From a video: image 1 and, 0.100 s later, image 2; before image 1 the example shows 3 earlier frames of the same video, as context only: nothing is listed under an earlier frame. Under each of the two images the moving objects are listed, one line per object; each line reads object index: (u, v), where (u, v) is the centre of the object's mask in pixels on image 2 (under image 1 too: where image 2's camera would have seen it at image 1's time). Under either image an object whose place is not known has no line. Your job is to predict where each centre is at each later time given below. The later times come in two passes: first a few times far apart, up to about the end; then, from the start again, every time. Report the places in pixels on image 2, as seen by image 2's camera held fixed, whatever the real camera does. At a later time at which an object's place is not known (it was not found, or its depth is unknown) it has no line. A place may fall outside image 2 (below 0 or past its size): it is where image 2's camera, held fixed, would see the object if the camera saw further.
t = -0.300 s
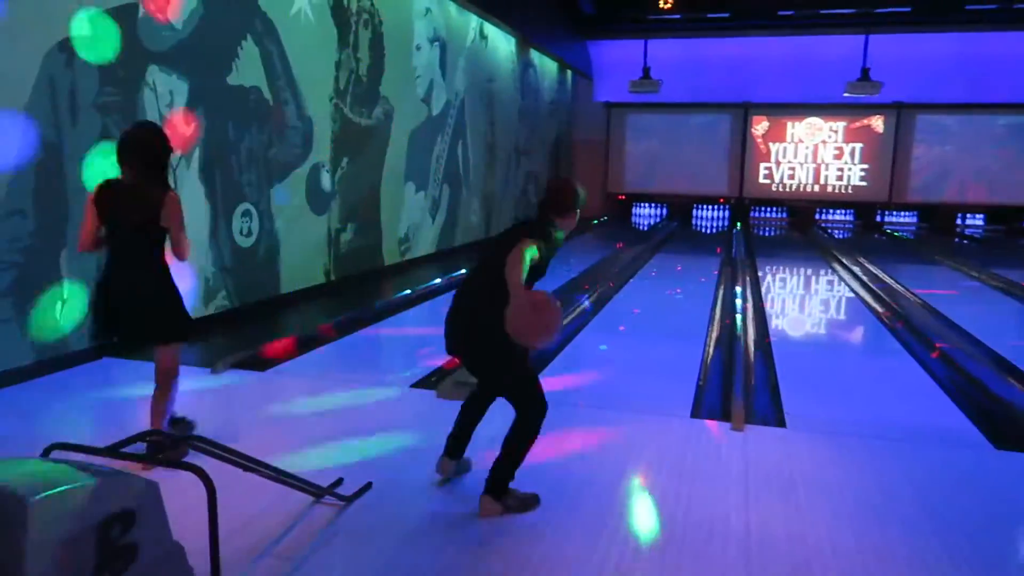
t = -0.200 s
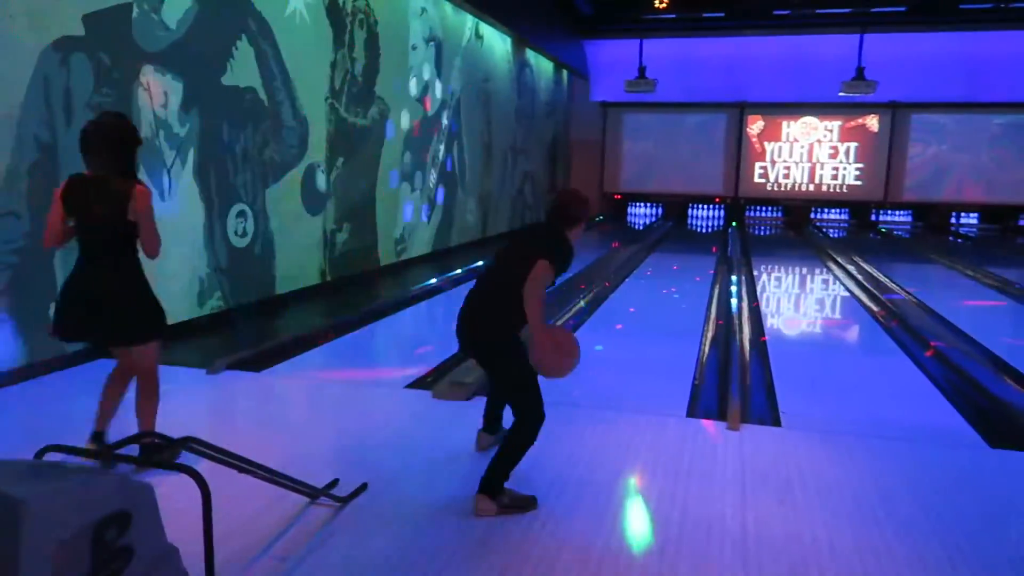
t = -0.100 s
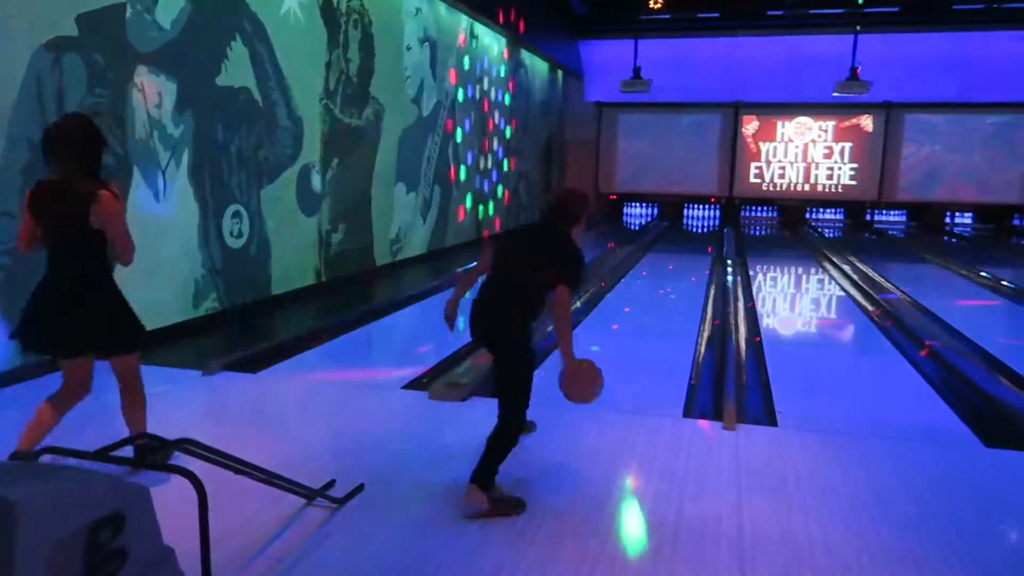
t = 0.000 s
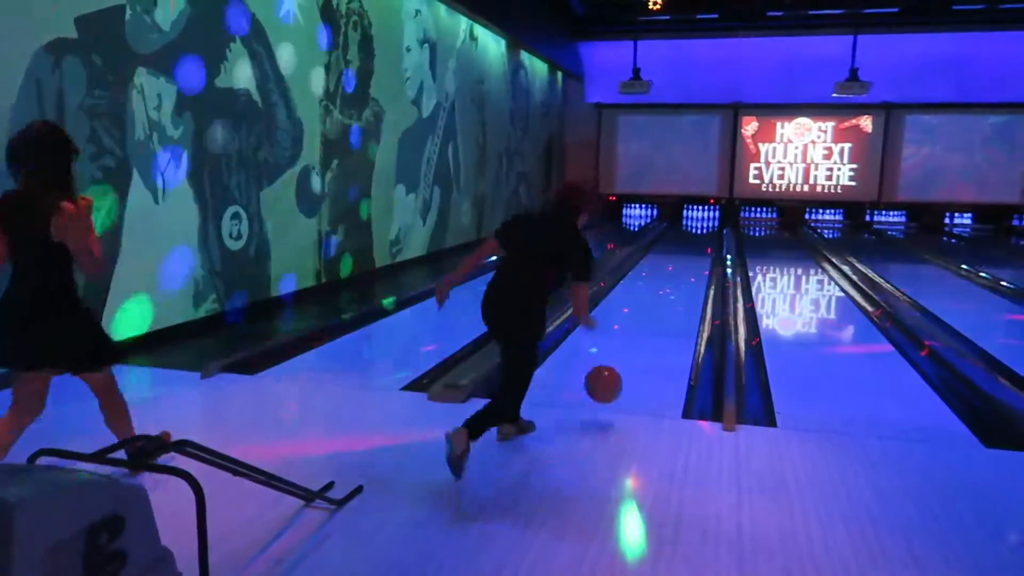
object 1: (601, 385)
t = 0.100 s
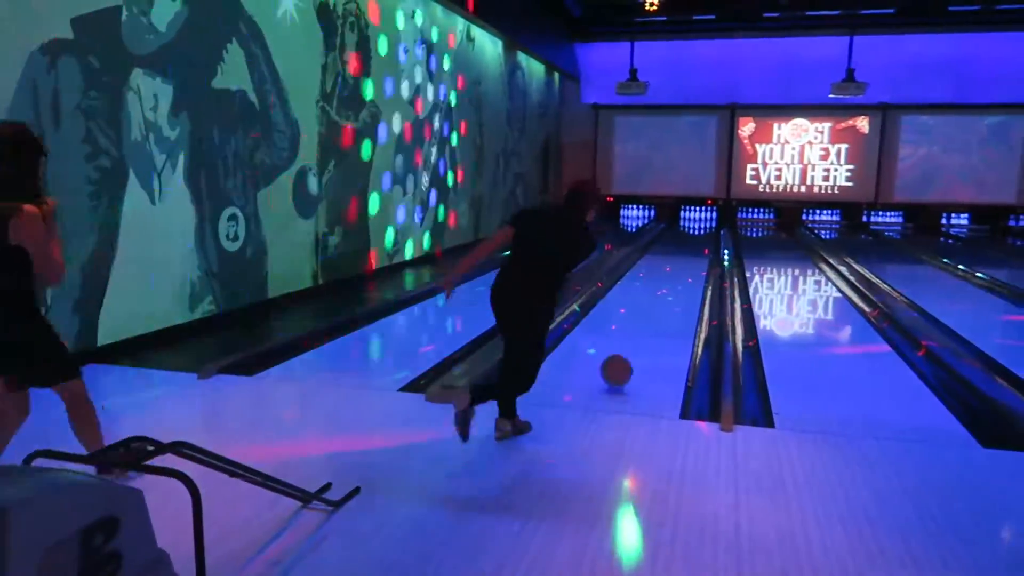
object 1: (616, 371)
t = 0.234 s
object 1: (631, 343)
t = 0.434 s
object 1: (648, 310)
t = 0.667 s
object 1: (660, 284)
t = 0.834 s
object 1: (667, 272)
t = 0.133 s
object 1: (621, 360)
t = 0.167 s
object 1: (624, 352)
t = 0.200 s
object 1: (628, 346)
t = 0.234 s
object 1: (631, 343)
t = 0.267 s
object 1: (635, 336)
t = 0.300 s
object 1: (637, 330)
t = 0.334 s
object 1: (640, 325)
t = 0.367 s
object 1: (643, 320)
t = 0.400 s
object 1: (645, 315)
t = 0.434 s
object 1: (648, 310)
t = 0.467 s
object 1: (650, 306)
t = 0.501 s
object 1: (652, 302)
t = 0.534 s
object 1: (654, 298)
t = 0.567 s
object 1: (655, 294)
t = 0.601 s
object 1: (657, 291)
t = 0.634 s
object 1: (658, 288)
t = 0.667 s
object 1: (660, 284)
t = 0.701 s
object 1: (661, 282)
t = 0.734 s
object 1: (662, 279)
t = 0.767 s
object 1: (664, 276)
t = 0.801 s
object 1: (664, 274)
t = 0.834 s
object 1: (667, 272)
